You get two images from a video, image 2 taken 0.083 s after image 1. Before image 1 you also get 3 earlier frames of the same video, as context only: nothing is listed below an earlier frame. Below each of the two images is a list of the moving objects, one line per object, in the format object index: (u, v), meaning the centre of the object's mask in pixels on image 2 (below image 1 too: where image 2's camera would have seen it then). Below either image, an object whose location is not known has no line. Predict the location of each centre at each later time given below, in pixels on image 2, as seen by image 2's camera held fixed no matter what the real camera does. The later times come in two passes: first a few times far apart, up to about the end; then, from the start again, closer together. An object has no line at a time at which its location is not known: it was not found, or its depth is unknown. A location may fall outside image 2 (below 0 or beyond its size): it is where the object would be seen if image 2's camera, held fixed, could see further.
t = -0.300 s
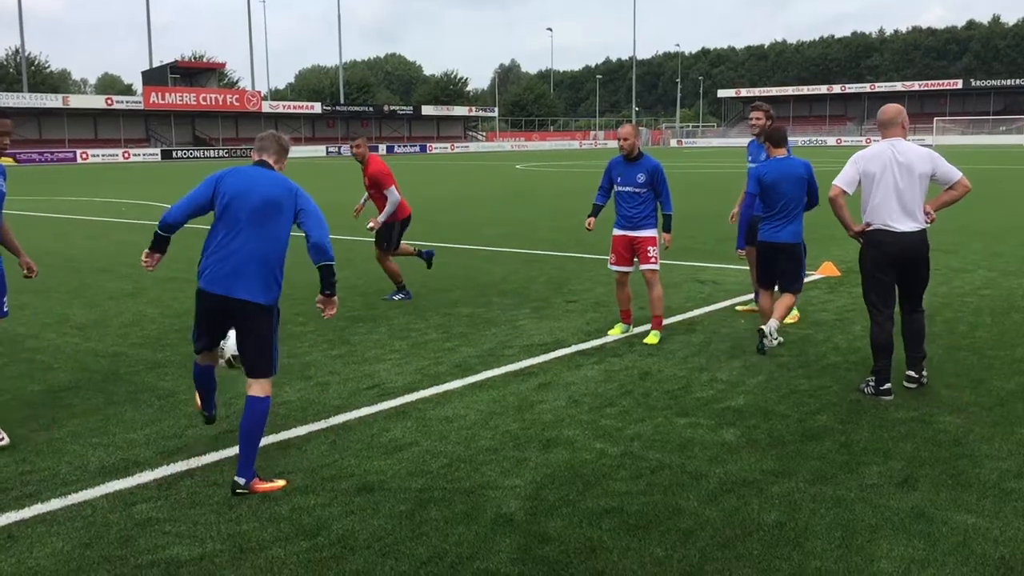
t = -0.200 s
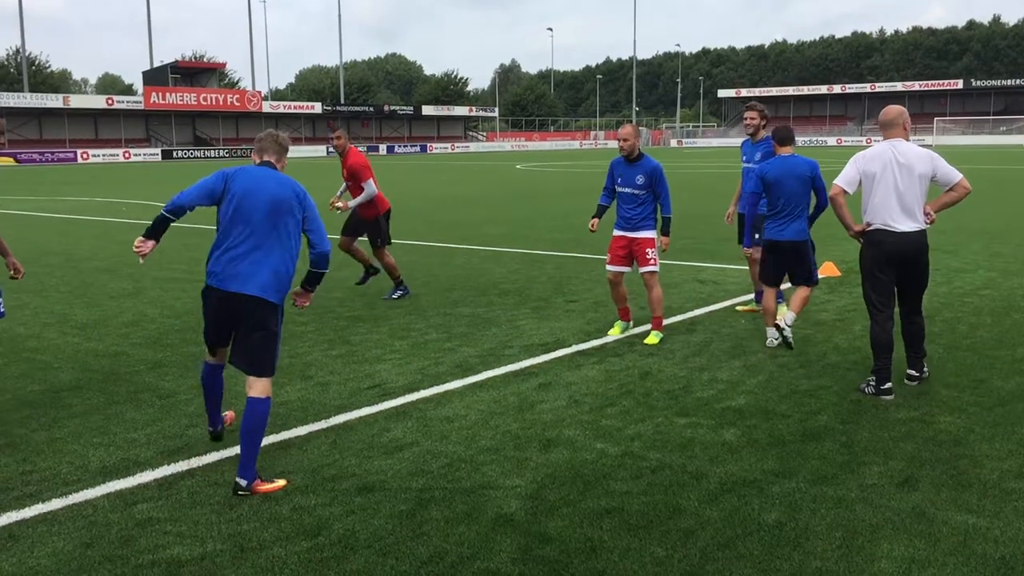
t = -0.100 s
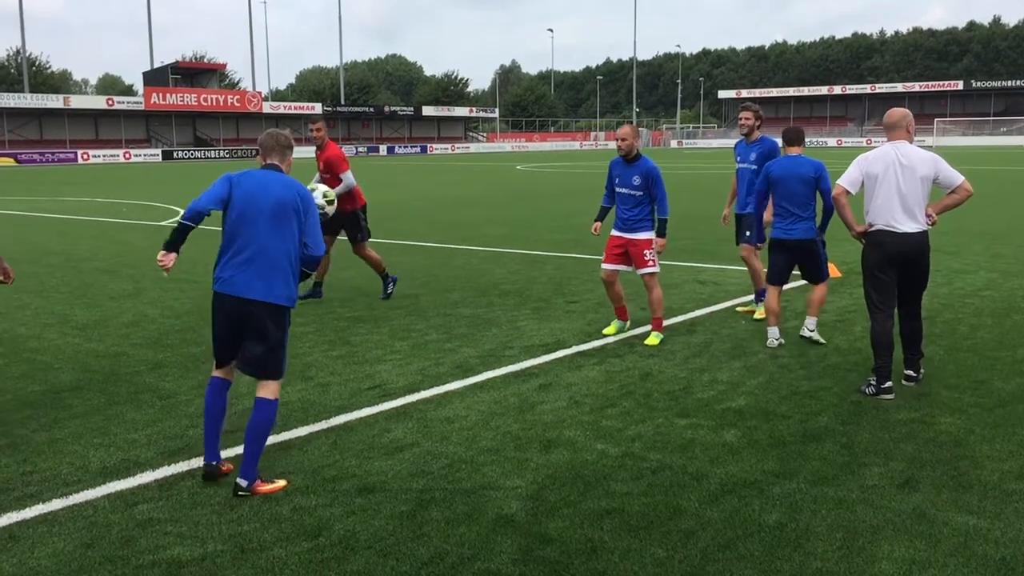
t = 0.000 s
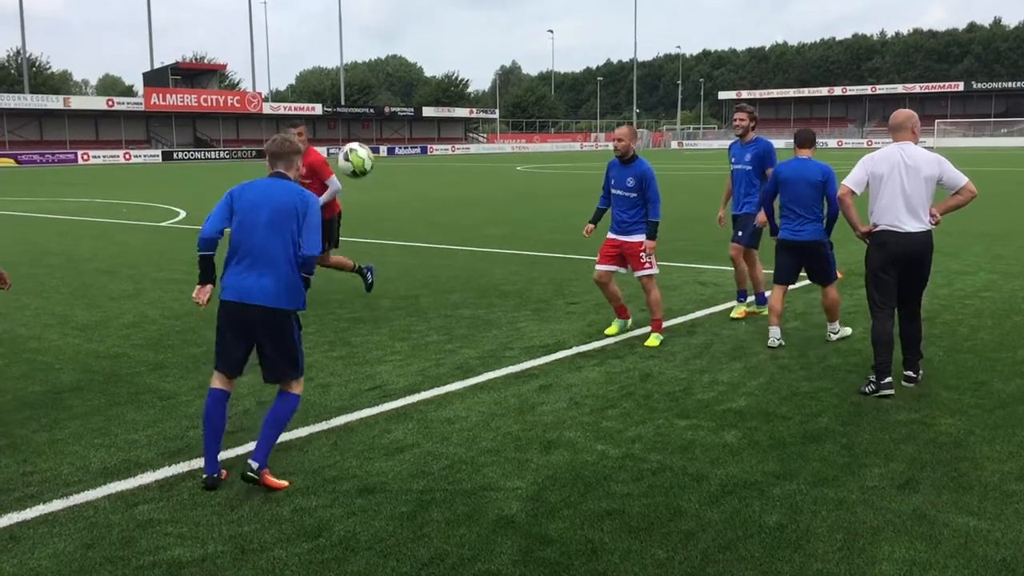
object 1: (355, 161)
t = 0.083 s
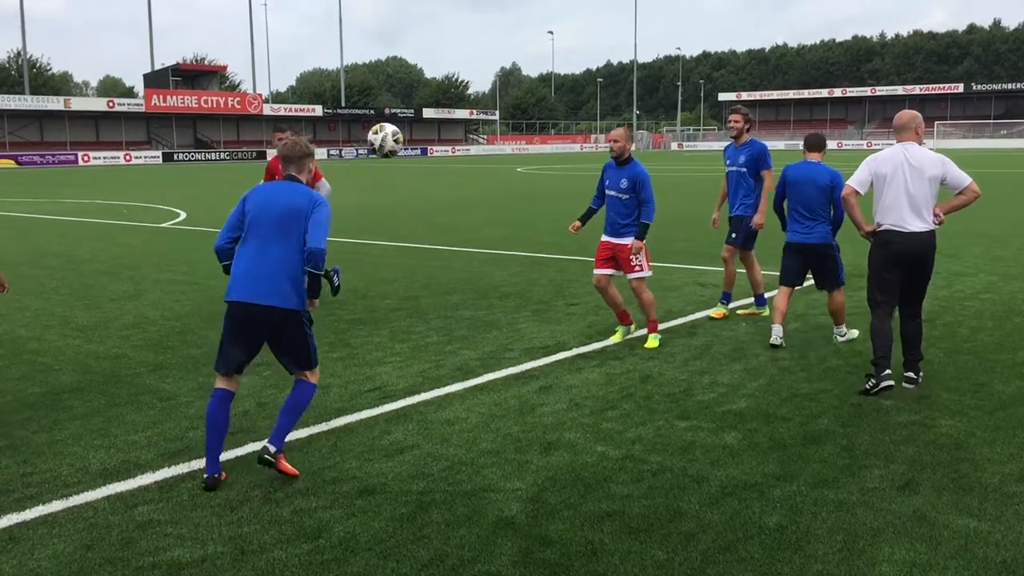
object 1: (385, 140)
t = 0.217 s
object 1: (428, 130)
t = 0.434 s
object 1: (489, 167)
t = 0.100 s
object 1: (391, 137)
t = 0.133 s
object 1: (401, 133)
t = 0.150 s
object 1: (407, 131)
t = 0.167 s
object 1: (412, 130)
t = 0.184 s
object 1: (418, 130)
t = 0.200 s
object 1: (423, 130)
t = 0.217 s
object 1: (428, 130)
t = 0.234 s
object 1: (434, 130)
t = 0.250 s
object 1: (439, 131)
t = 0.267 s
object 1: (443, 133)
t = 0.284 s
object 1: (448, 135)
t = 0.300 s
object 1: (453, 137)
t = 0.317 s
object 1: (458, 139)
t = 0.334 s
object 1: (463, 142)
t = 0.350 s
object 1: (467, 145)
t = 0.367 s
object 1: (472, 149)
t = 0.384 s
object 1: (476, 153)
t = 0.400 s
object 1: (481, 157)
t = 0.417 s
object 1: (485, 162)
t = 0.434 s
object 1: (489, 167)
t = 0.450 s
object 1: (494, 172)
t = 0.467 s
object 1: (498, 177)
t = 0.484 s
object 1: (502, 182)
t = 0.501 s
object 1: (506, 189)
